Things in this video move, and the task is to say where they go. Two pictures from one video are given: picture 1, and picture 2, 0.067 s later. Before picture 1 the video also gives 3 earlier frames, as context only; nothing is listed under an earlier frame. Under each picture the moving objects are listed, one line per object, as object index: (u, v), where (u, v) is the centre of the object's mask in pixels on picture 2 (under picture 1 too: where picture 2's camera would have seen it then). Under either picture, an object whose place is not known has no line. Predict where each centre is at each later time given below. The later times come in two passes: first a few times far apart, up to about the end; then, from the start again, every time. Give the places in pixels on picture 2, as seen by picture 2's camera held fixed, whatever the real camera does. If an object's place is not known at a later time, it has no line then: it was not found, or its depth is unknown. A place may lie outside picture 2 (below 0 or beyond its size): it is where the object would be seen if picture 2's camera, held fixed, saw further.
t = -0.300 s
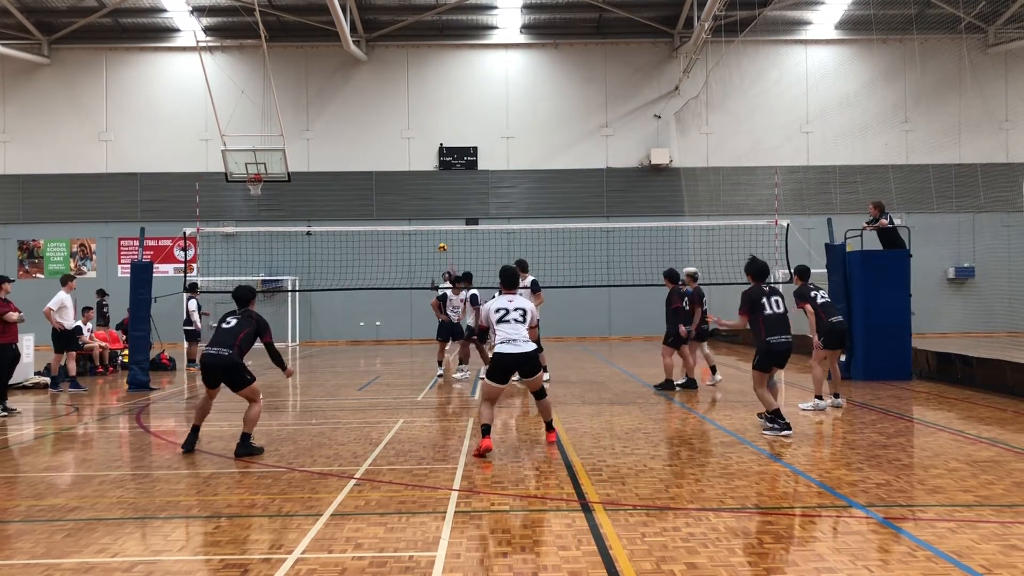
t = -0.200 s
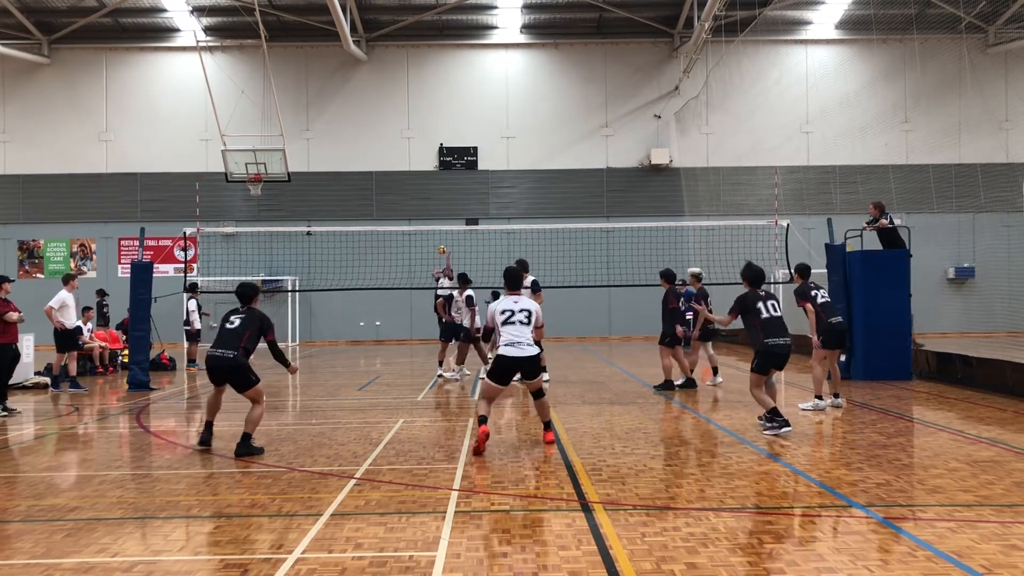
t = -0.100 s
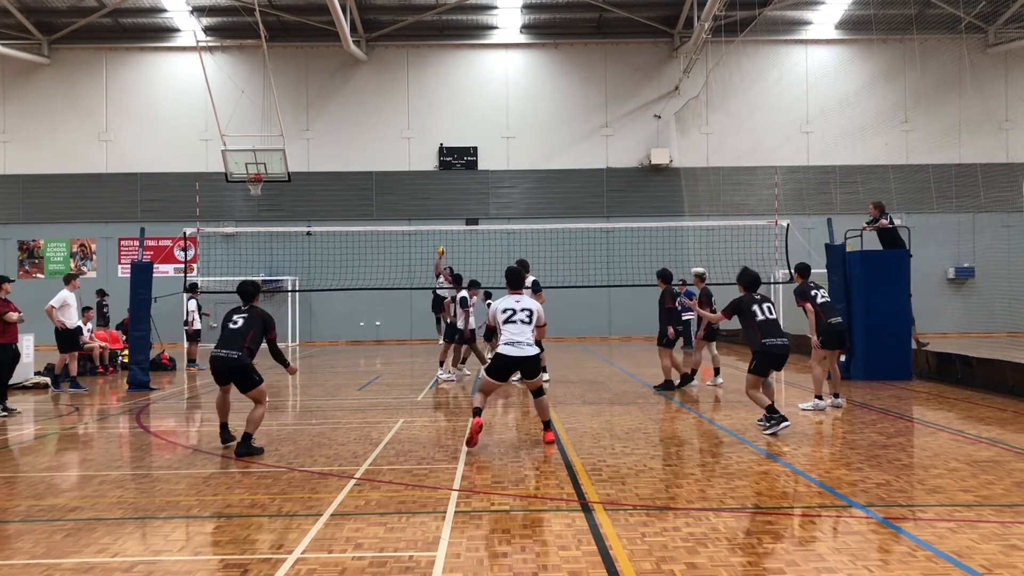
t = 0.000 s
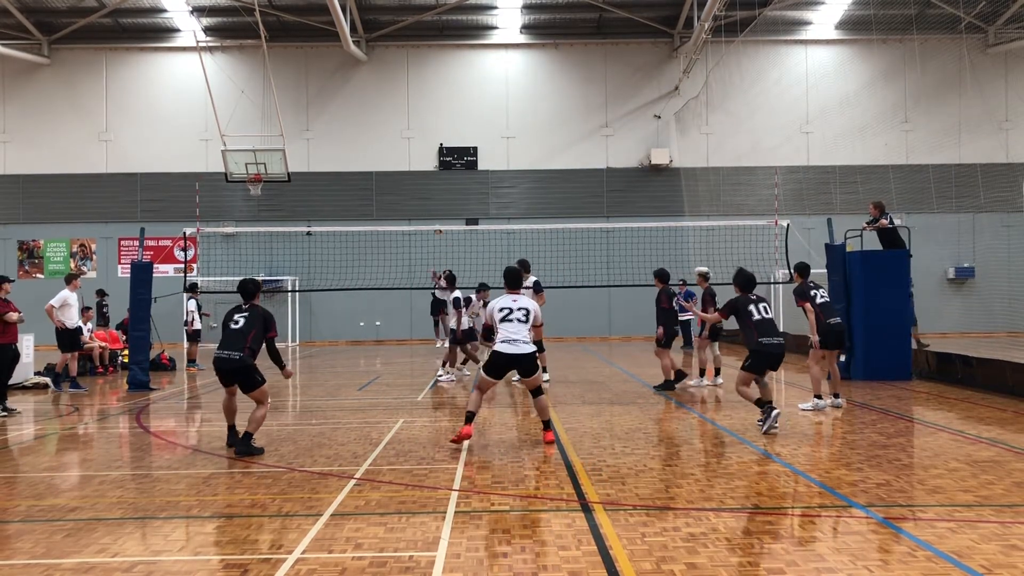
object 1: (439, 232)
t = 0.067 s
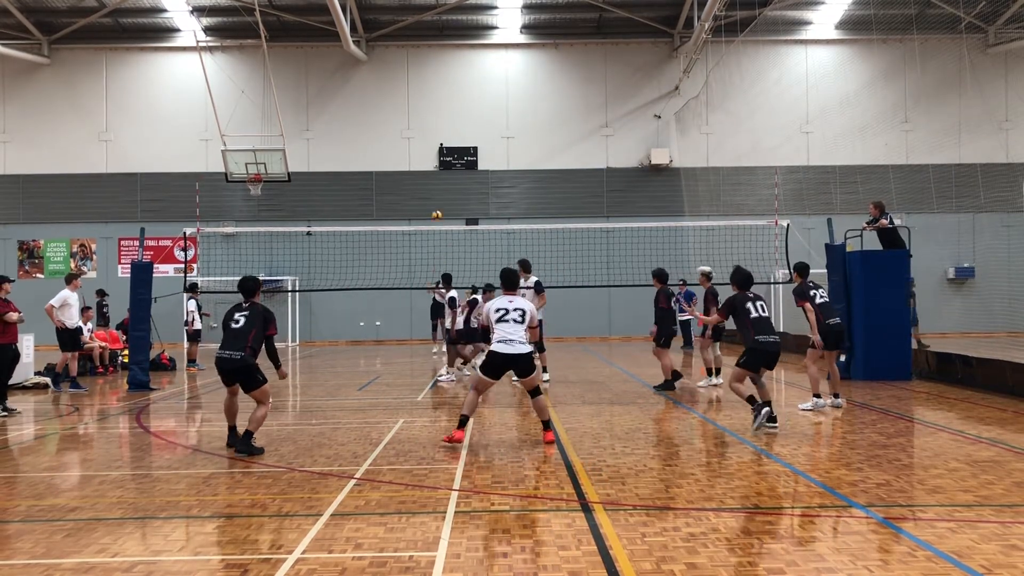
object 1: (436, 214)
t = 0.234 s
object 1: (431, 186)
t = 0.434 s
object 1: (422, 162)
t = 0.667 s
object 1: (409, 156)
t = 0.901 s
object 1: (387, 184)
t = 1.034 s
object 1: (370, 227)
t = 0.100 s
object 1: (436, 208)
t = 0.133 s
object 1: (435, 203)
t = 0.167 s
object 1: (434, 197)
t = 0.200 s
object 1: (432, 191)
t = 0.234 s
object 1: (431, 186)
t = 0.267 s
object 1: (430, 181)
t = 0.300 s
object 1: (428, 176)
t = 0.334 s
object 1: (427, 173)
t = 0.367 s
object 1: (426, 170)
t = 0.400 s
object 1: (423, 165)
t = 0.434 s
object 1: (422, 162)
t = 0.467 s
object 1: (420, 160)
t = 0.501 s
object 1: (419, 158)
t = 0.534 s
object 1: (417, 156)
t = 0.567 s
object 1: (415, 155)
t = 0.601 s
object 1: (413, 155)
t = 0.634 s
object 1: (411, 155)
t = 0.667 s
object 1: (409, 156)
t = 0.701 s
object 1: (407, 157)
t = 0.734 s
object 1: (404, 160)
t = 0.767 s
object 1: (401, 162)
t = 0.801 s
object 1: (398, 166)
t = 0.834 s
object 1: (395, 171)
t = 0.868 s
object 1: (391, 176)
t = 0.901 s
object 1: (387, 184)
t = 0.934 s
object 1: (384, 191)
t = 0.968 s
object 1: (380, 201)
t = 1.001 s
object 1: (375, 213)
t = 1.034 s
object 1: (370, 227)
